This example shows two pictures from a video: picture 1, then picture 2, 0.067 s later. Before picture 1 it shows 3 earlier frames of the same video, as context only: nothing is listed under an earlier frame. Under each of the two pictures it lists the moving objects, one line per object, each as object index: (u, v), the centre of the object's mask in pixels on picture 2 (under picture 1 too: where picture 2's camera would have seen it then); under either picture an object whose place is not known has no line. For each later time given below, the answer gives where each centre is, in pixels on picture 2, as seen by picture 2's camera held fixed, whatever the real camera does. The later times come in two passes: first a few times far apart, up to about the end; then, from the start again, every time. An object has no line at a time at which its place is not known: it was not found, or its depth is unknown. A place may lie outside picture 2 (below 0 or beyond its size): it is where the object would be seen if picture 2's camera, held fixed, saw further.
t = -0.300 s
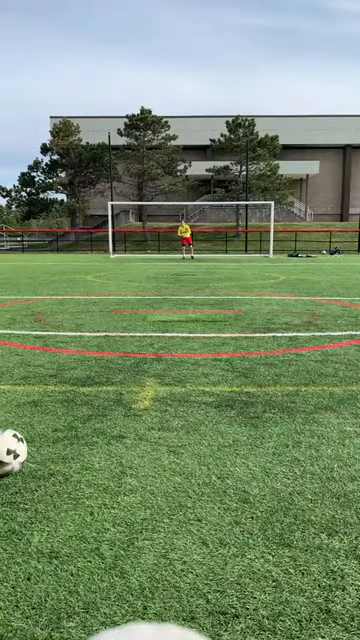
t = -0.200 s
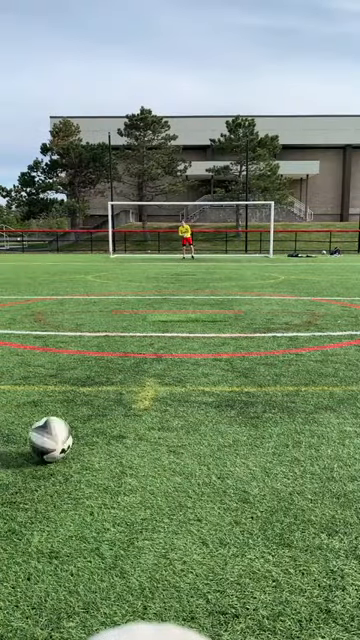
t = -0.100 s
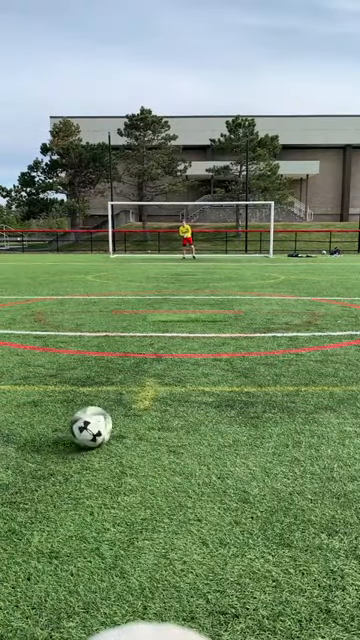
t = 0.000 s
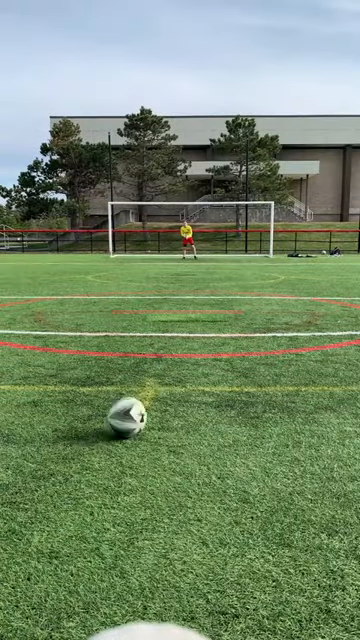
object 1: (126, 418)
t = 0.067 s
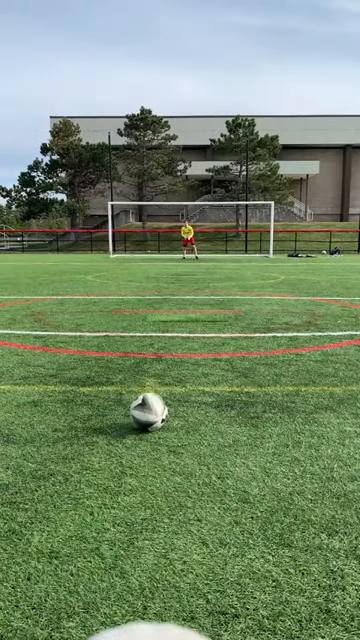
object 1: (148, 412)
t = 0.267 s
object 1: (203, 398)
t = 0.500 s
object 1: (258, 383)
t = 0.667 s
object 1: (290, 375)
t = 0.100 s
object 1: (159, 409)
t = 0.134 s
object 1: (168, 406)
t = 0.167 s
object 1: (177, 404)
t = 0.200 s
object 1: (186, 401)
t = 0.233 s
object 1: (191, 400)
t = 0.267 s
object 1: (203, 398)
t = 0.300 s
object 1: (213, 394)
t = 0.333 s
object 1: (220, 393)
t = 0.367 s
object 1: (228, 392)
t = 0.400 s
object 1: (236, 389)
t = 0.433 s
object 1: (243, 388)
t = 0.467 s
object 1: (251, 385)
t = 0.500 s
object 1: (258, 383)
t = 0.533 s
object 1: (264, 382)
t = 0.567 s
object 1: (271, 381)
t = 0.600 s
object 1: (278, 378)
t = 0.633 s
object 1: (282, 377)
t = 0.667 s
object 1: (290, 375)
